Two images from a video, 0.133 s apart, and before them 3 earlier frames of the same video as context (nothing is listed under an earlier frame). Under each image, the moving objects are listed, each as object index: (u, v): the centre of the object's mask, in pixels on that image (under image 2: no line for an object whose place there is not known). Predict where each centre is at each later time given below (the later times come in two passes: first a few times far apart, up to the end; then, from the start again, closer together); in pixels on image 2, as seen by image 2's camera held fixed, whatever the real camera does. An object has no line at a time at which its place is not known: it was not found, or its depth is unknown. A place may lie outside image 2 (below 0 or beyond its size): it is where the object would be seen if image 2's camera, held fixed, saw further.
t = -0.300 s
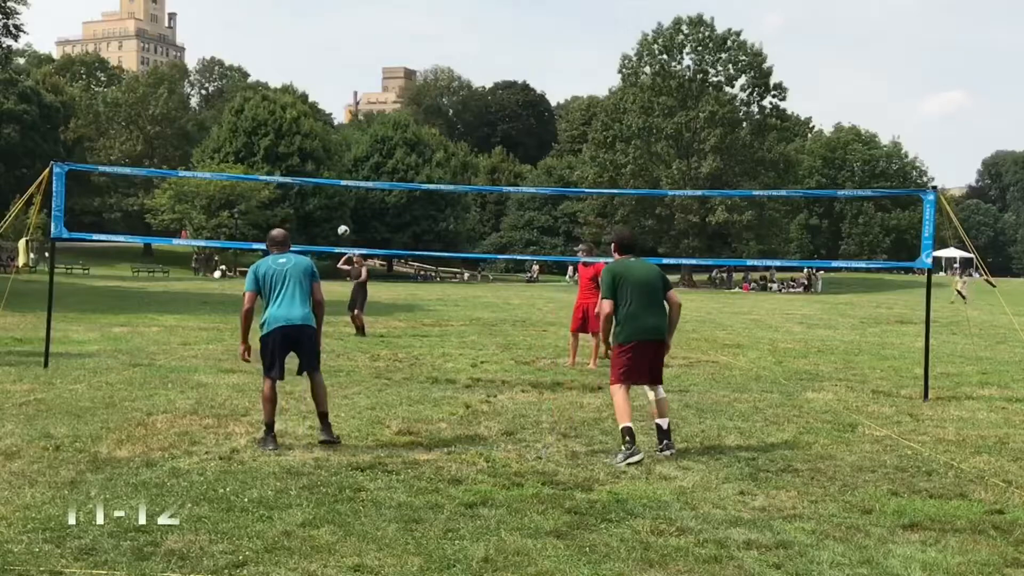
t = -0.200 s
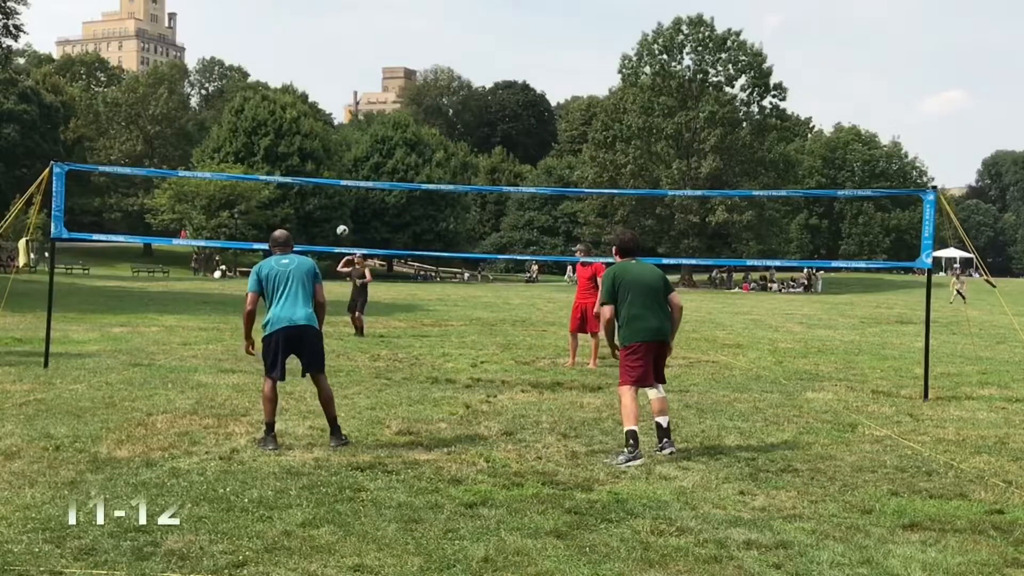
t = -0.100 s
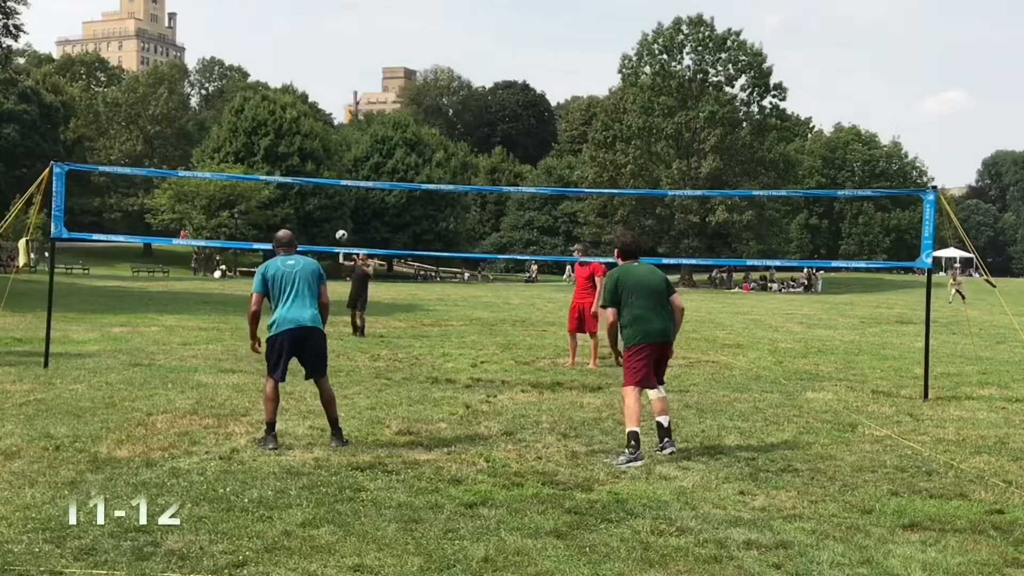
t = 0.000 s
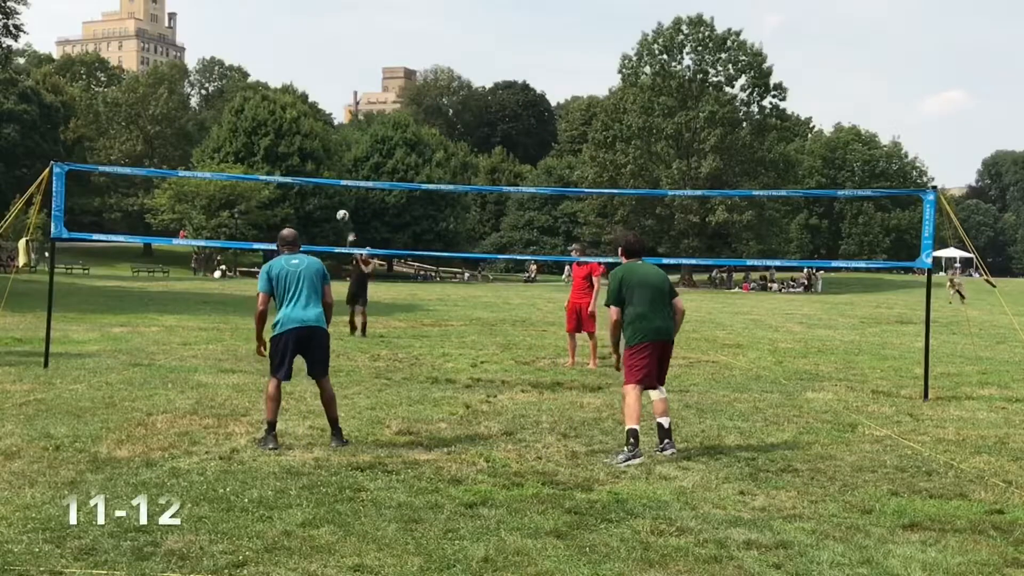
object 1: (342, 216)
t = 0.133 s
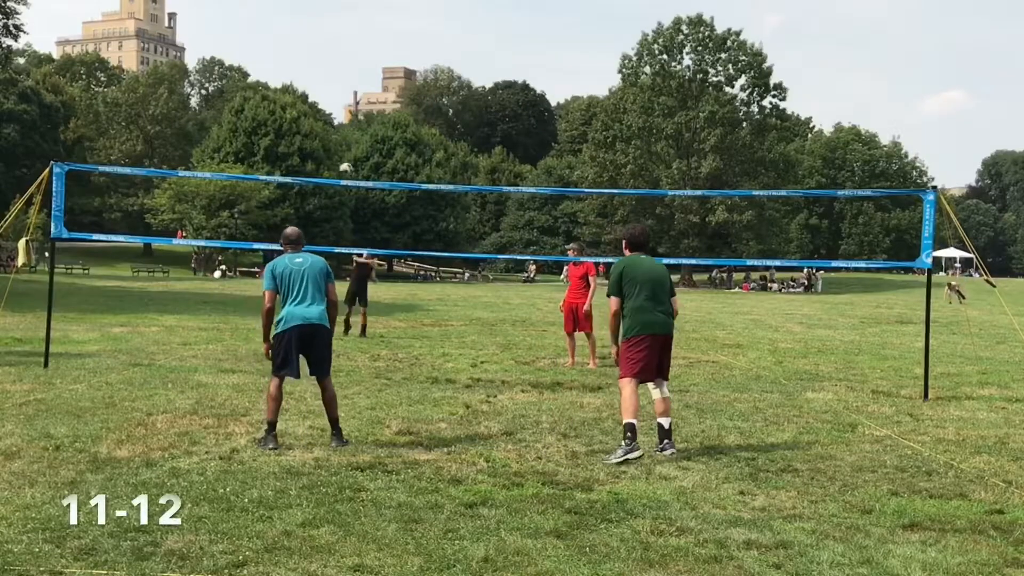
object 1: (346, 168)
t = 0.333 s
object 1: (355, 108)
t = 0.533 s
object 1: (369, 57)
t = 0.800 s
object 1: (394, 26)
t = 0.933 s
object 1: (408, 29)
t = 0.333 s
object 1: (355, 108)
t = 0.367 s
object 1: (358, 98)
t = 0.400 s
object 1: (360, 89)
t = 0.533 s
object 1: (369, 57)
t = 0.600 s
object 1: (374, 45)
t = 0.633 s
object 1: (377, 40)
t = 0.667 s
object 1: (380, 36)
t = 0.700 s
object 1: (384, 33)
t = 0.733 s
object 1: (388, 30)
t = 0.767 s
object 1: (390, 27)
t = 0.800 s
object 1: (394, 26)
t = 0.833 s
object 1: (397, 25)
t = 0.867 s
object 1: (401, 26)
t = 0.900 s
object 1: (405, 28)
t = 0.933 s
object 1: (408, 29)
